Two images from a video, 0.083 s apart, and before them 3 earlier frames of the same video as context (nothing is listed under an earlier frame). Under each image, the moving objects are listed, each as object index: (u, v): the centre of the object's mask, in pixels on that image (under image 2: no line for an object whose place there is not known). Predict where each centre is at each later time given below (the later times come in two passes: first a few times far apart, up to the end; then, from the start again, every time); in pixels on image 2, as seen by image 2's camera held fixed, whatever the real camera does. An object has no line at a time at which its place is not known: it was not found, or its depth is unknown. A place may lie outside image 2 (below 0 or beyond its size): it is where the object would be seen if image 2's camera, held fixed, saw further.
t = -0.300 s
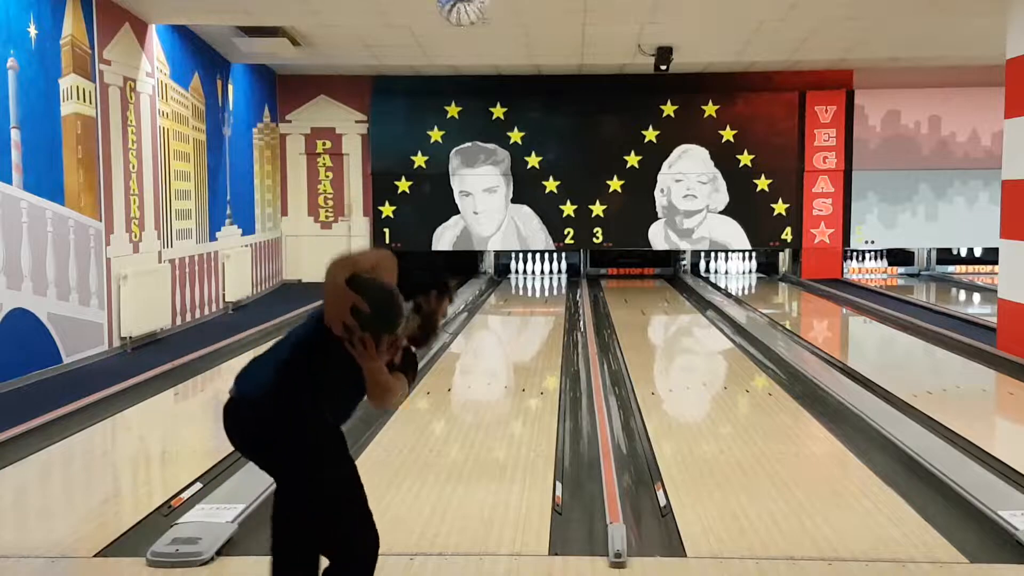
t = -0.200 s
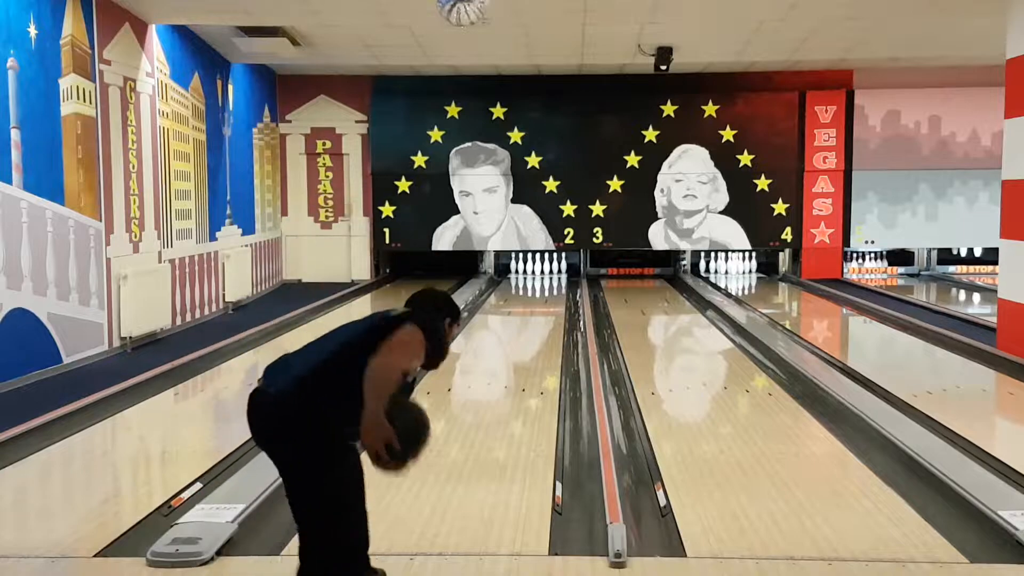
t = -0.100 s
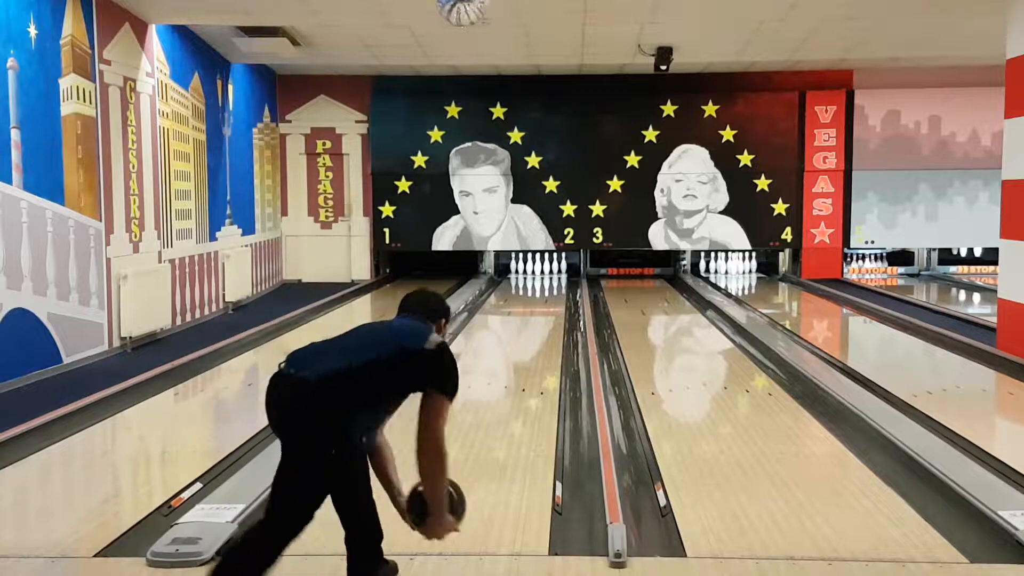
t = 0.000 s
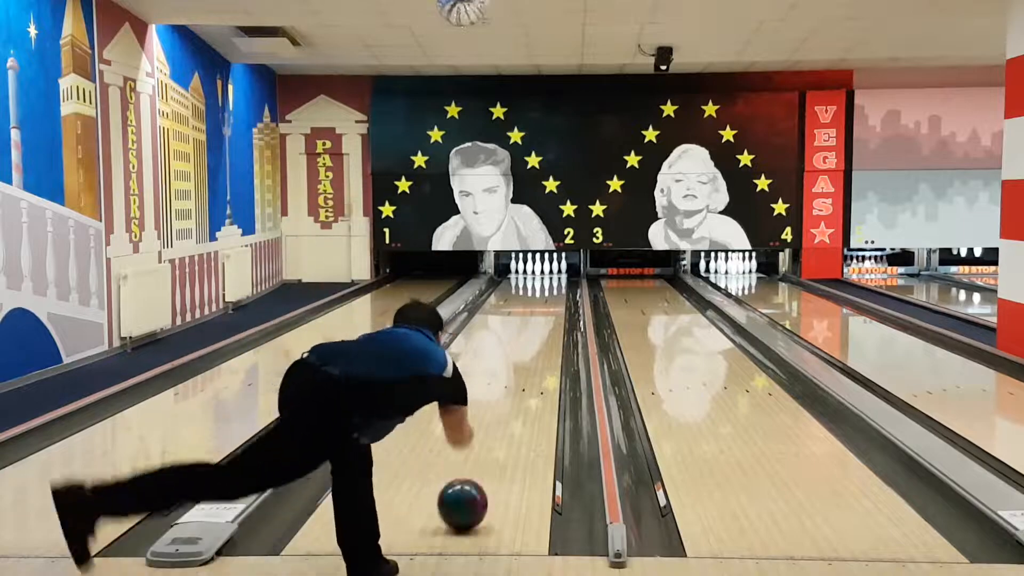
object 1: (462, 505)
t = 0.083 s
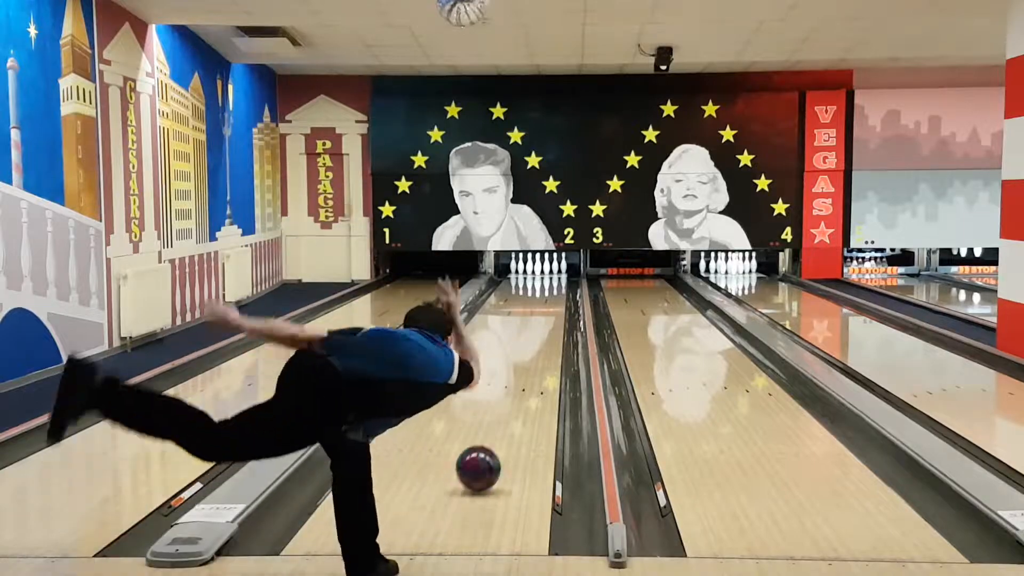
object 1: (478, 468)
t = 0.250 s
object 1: (501, 421)
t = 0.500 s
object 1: (523, 373)
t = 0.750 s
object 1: (535, 342)
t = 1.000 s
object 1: (544, 321)
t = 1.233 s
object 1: (548, 306)
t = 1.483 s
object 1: (549, 294)
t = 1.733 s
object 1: (548, 284)
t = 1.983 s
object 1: (545, 277)
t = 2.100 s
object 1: (542, 273)
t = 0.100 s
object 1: (481, 464)
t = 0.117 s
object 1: (484, 459)
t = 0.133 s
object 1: (486, 454)
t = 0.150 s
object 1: (489, 448)
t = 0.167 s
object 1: (491, 443)
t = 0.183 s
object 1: (493, 439)
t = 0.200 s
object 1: (495, 434)
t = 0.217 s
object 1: (497, 430)
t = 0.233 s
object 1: (499, 425)
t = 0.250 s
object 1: (501, 421)
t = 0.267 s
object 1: (503, 417)
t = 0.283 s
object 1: (505, 413)
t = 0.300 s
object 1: (506, 410)
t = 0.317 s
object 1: (508, 406)
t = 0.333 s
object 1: (509, 403)
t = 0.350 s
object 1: (511, 399)
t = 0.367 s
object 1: (512, 396)
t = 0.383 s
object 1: (514, 393)
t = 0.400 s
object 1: (515, 390)
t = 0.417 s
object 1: (517, 387)
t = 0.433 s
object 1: (518, 384)
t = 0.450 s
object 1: (519, 381)
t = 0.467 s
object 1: (520, 378)
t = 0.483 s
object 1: (521, 376)
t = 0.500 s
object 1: (523, 373)
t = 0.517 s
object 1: (524, 371)
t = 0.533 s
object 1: (524, 369)
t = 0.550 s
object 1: (525, 366)
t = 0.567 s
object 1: (526, 364)
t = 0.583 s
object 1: (527, 362)
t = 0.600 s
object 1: (528, 360)
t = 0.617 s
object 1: (529, 357)
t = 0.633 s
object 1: (530, 356)
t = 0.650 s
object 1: (531, 353)
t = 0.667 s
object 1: (532, 351)
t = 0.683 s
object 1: (533, 350)
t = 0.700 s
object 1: (533, 348)
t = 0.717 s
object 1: (534, 346)
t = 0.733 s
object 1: (535, 344)
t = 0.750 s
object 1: (535, 342)
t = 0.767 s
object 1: (536, 341)
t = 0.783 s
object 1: (537, 339)
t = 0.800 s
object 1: (537, 338)
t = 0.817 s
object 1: (538, 336)
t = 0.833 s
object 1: (539, 335)
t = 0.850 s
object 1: (539, 333)
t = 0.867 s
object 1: (540, 332)
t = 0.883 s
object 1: (540, 330)
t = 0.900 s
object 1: (541, 329)
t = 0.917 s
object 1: (542, 327)
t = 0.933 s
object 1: (542, 326)
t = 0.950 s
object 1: (542, 325)
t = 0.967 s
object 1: (543, 324)
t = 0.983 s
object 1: (543, 322)
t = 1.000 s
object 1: (544, 321)
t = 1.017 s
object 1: (544, 320)
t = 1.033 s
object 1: (545, 318)
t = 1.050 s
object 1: (545, 317)
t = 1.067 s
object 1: (545, 316)
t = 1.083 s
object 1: (545, 315)
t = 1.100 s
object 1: (546, 314)
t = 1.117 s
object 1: (546, 313)
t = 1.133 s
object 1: (547, 312)
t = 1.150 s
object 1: (547, 311)
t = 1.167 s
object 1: (547, 310)
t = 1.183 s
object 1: (547, 309)
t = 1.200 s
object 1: (547, 308)
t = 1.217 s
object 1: (548, 307)
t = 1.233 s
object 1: (548, 306)
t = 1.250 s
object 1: (548, 305)
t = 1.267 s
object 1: (548, 304)
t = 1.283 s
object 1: (549, 303)
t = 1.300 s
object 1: (549, 302)
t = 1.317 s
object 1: (549, 301)
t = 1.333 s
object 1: (549, 300)
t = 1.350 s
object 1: (549, 300)
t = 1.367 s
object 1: (549, 299)
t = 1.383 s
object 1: (549, 298)
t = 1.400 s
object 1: (549, 298)
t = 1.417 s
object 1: (549, 297)
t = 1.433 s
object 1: (550, 296)
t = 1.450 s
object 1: (549, 295)
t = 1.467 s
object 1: (549, 295)
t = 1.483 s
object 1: (549, 294)
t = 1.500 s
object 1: (549, 293)
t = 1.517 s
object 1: (550, 292)
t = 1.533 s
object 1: (549, 291)
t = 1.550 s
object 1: (549, 291)
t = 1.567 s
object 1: (549, 290)
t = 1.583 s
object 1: (549, 289)
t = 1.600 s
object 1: (549, 289)
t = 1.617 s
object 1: (549, 288)
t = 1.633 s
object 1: (549, 288)
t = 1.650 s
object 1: (549, 287)
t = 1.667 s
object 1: (549, 286)
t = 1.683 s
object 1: (549, 286)
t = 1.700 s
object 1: (548, 285)
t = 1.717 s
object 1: (548, 284)
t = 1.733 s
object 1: (548, 284)
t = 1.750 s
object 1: (548, 284)
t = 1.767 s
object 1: (548, 283)
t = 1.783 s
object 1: (548, 283)
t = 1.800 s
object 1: (548, 281)
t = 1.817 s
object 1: (547, 281)
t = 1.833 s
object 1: (547, 281)
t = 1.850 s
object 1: (547, 280)
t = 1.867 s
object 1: (547, 279)
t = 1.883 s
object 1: (546, 279)
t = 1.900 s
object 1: (546, 278)
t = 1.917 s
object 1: (546, 278)
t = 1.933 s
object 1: (546, 277)
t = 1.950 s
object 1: (545, 277)
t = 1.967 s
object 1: (545, 277)
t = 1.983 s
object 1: (545, 277)
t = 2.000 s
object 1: (544, 276)
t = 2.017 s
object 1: (544, 275)
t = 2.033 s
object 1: (544, 275)
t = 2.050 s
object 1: (544, 274)
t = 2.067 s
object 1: (543, 274)
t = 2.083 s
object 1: (543, 274)
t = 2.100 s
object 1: (542, 273)
